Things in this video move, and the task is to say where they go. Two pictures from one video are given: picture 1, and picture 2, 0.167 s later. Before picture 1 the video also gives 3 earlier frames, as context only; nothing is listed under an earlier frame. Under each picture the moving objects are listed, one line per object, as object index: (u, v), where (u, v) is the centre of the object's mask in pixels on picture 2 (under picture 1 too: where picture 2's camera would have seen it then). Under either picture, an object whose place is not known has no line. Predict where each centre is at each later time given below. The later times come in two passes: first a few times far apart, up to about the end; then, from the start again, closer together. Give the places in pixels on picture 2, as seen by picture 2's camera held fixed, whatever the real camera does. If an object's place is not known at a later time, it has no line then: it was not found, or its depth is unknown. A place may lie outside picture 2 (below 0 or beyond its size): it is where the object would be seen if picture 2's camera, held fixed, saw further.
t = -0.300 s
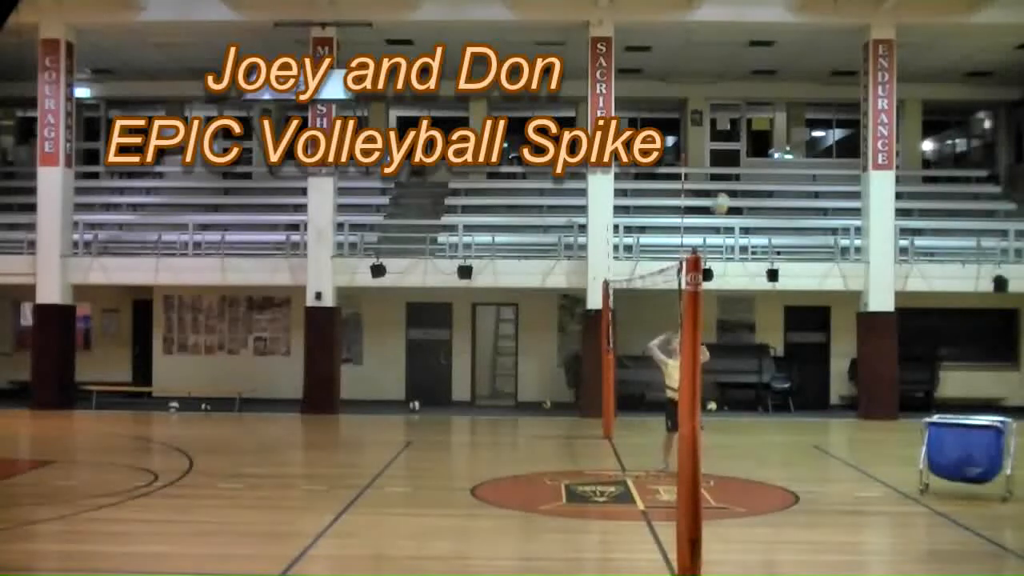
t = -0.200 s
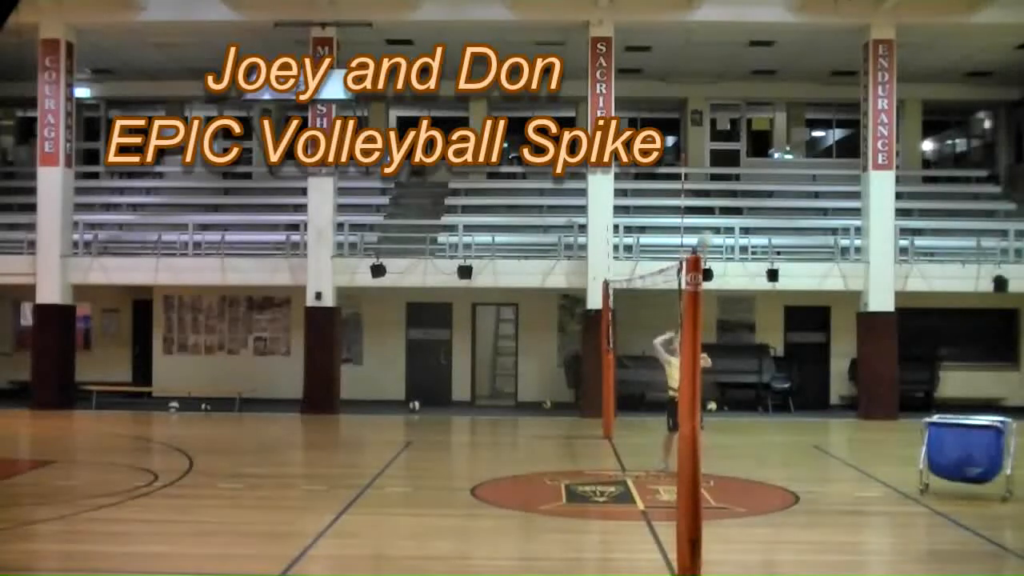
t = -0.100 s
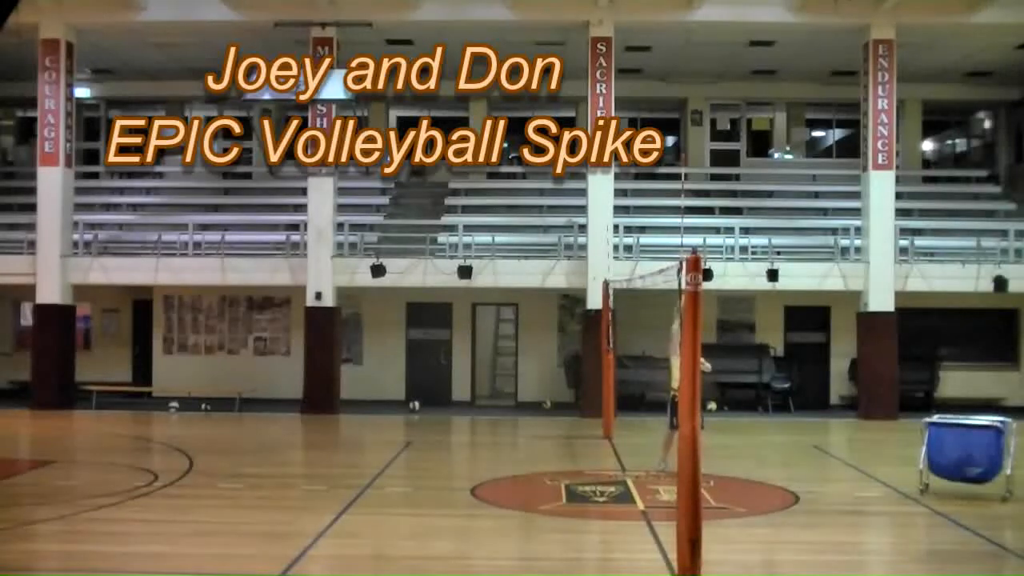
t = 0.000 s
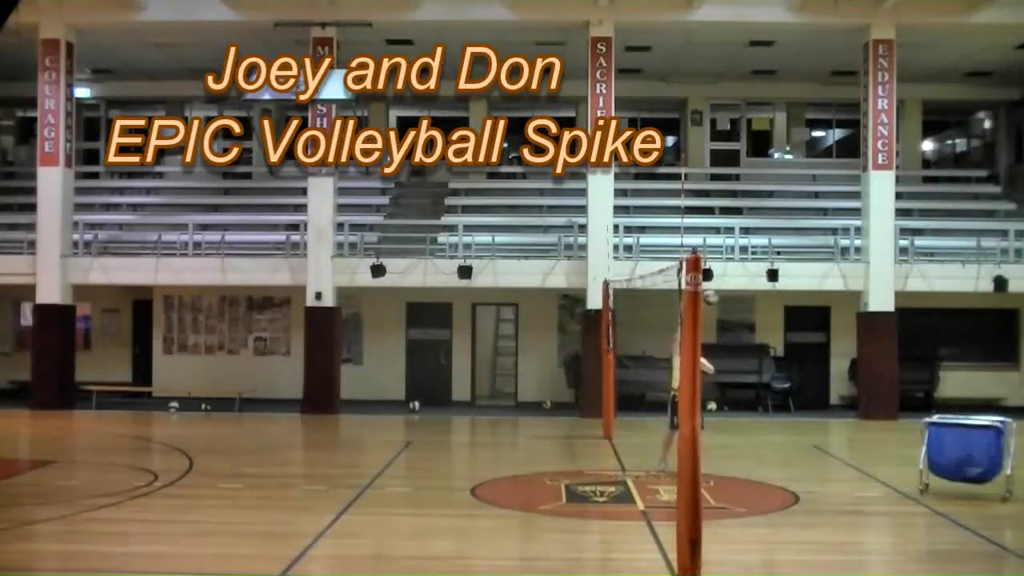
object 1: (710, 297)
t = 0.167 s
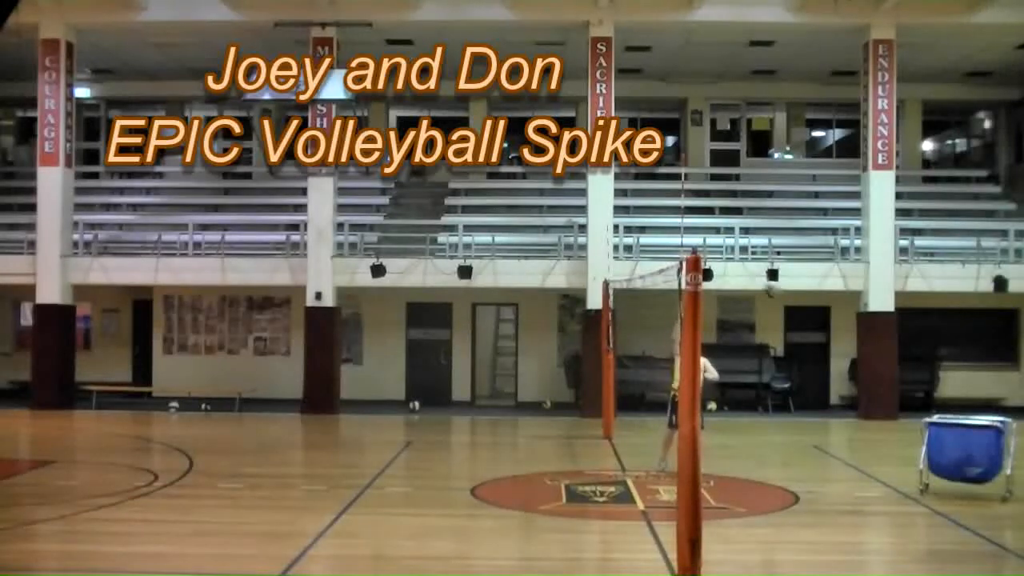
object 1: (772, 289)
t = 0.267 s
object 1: (828, 300)
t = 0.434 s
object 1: (915, 343)
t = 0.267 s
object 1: (828, 300)
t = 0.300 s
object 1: (847, 306)
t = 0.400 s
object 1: (892, 328)
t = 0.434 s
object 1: (915, 343)
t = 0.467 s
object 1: (937, 356)
